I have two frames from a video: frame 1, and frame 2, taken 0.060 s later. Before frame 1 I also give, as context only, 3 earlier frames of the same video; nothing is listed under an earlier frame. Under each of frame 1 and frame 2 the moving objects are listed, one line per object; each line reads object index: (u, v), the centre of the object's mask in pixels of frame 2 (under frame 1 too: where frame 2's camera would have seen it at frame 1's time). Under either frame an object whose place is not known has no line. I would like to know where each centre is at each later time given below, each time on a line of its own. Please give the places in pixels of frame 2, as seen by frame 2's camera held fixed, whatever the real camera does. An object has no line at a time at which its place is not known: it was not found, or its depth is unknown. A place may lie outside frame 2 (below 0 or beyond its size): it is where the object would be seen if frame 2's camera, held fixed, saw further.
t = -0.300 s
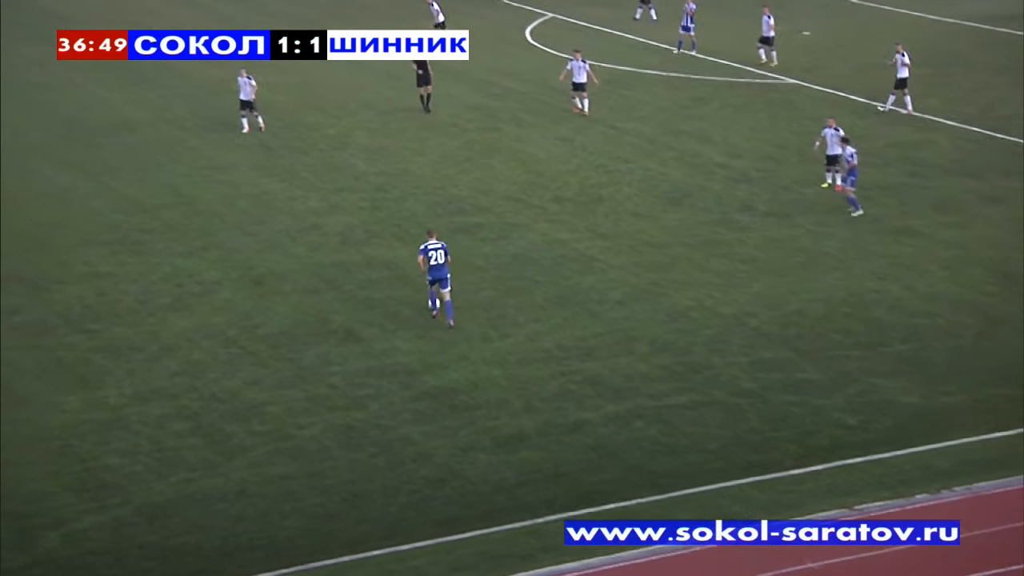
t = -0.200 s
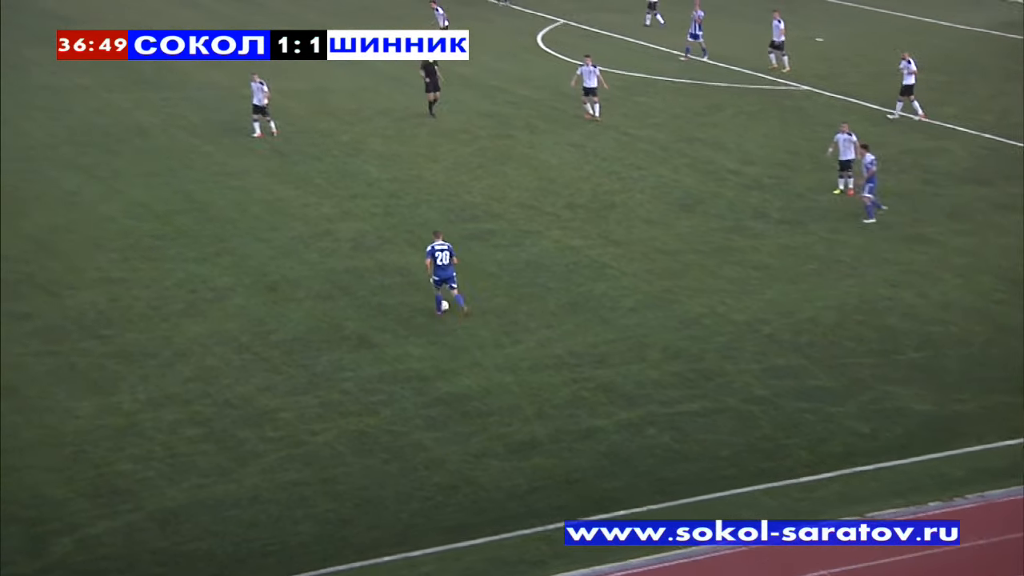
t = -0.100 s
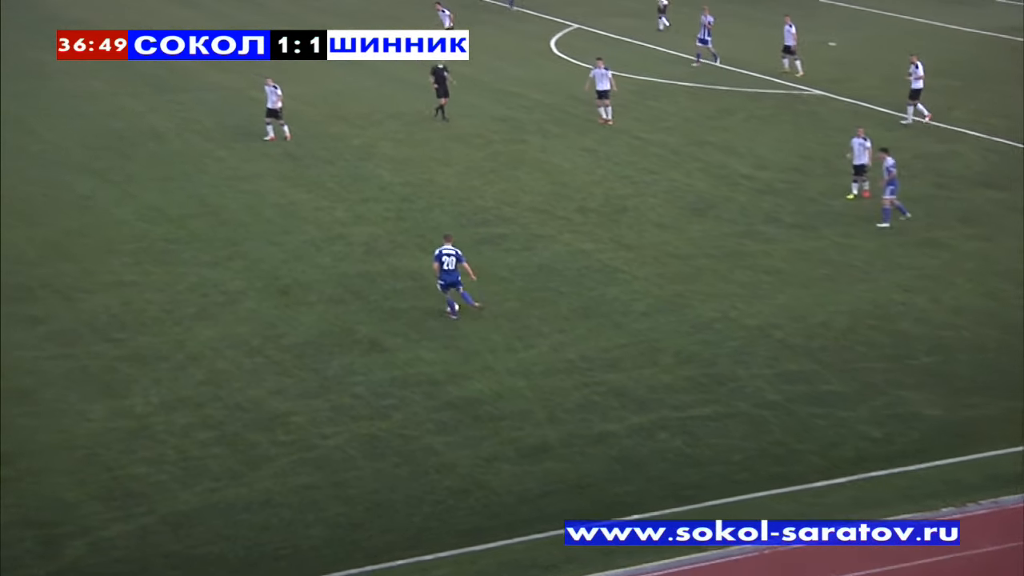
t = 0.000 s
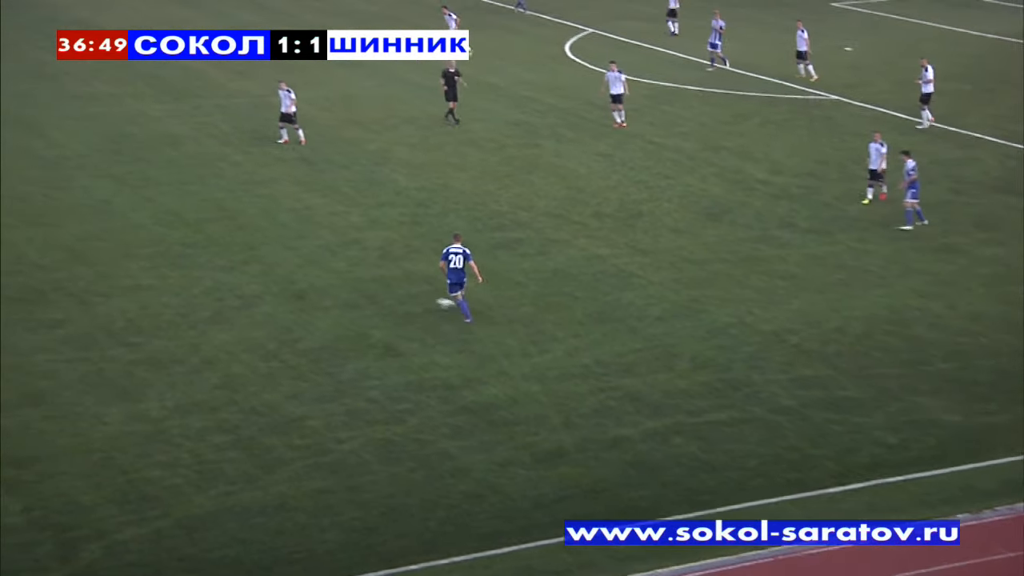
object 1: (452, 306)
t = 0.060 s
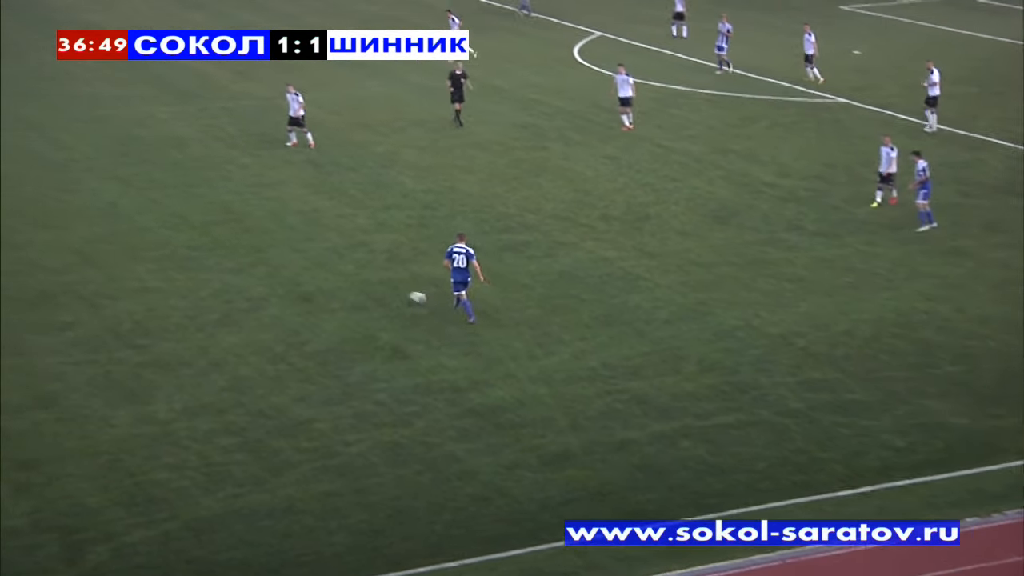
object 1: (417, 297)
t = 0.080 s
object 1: (404, 293)
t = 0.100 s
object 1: (394, 291)
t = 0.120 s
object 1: (380, 287)
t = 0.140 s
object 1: (371, 285)
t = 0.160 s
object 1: (358, 281)
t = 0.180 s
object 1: (349, 280)
